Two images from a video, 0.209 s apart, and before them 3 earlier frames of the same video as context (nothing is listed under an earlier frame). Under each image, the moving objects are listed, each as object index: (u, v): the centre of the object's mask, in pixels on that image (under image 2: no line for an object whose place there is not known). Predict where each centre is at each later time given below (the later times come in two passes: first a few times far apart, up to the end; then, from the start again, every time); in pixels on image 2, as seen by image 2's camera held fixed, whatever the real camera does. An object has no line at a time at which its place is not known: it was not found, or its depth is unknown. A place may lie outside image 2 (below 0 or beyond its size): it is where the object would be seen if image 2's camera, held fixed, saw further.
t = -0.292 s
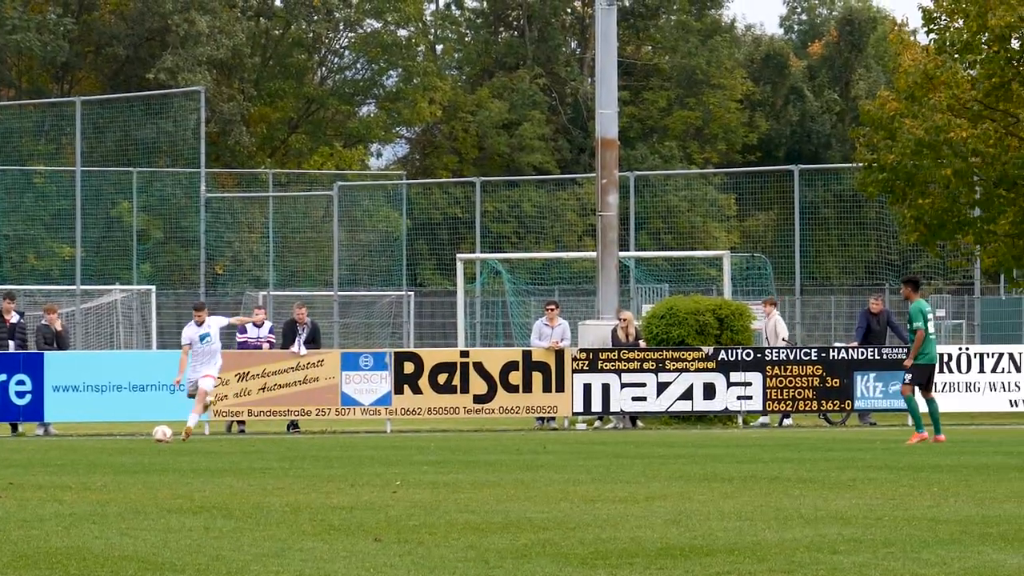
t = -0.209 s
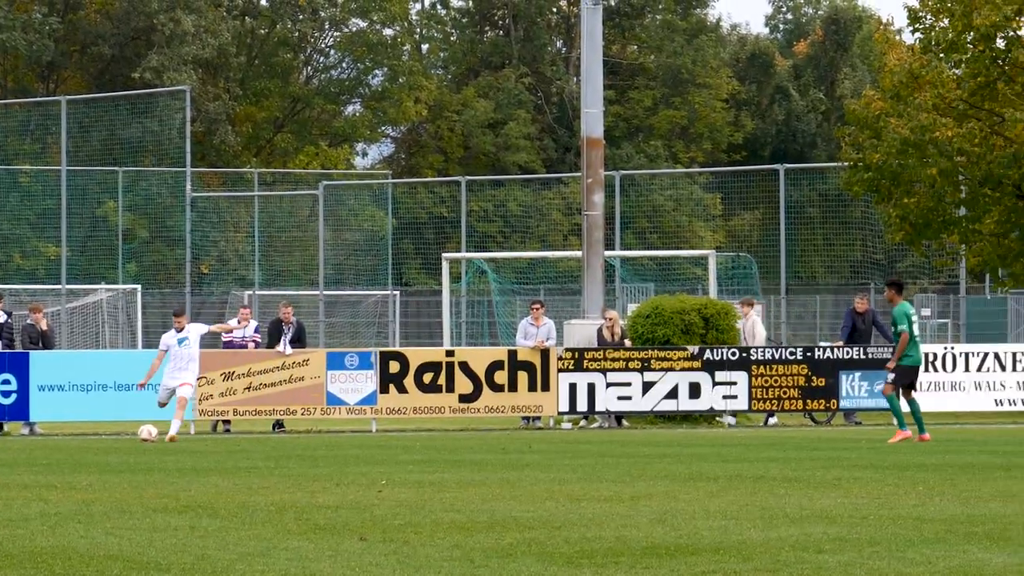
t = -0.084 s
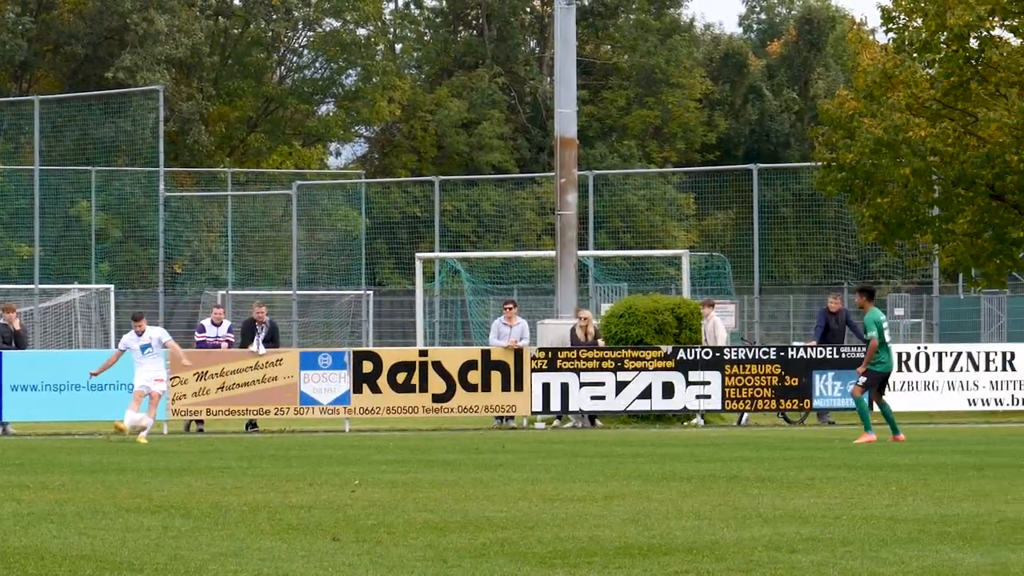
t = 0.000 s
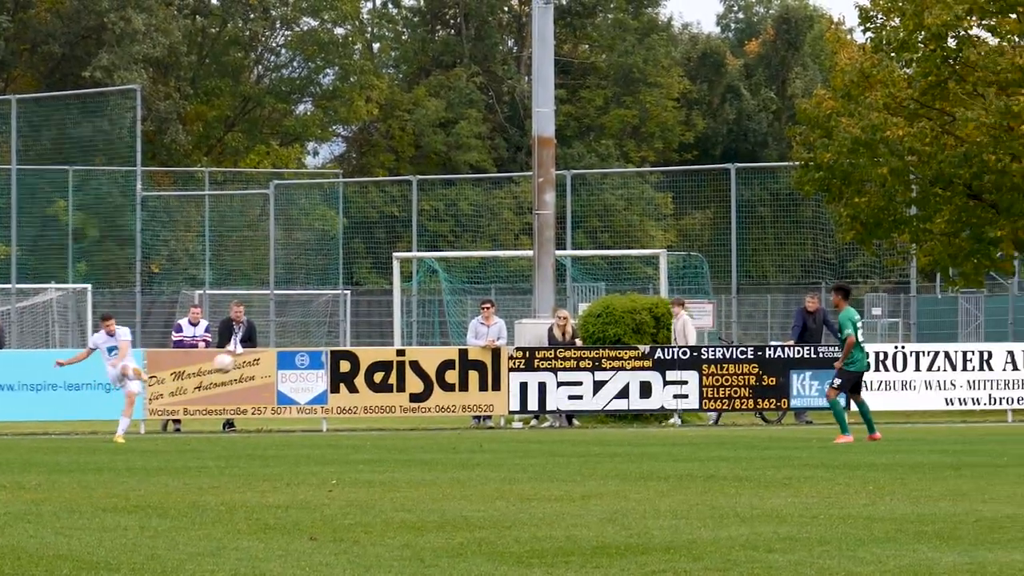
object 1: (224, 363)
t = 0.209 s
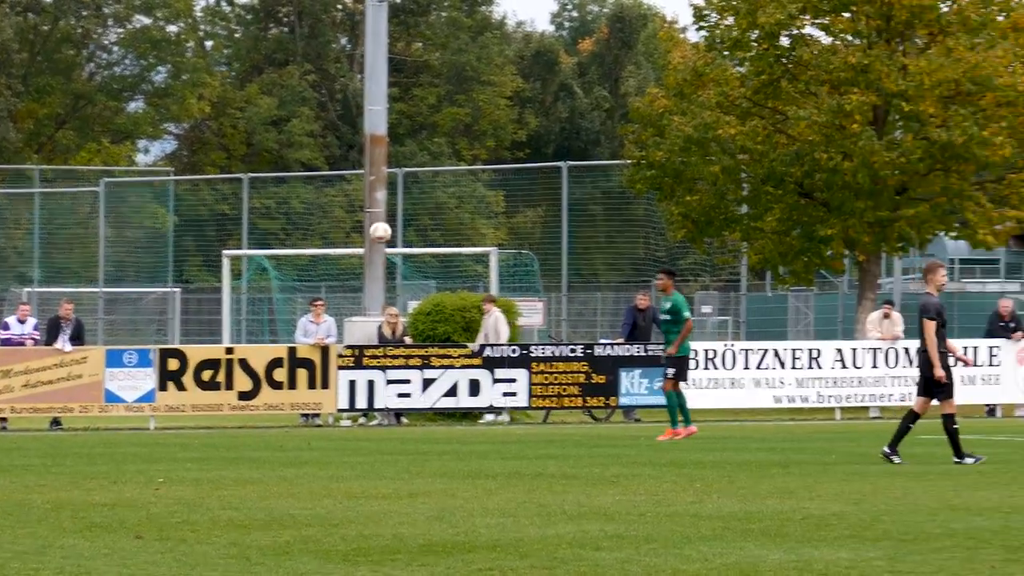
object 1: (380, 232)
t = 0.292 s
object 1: (511, 199)
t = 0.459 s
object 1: (778, 151)
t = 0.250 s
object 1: (445, 214)
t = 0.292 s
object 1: (511, 199)
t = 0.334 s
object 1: (578, 185)
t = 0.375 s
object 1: (643, 172)
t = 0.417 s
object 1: (710, 161)
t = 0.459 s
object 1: (778, 151)
